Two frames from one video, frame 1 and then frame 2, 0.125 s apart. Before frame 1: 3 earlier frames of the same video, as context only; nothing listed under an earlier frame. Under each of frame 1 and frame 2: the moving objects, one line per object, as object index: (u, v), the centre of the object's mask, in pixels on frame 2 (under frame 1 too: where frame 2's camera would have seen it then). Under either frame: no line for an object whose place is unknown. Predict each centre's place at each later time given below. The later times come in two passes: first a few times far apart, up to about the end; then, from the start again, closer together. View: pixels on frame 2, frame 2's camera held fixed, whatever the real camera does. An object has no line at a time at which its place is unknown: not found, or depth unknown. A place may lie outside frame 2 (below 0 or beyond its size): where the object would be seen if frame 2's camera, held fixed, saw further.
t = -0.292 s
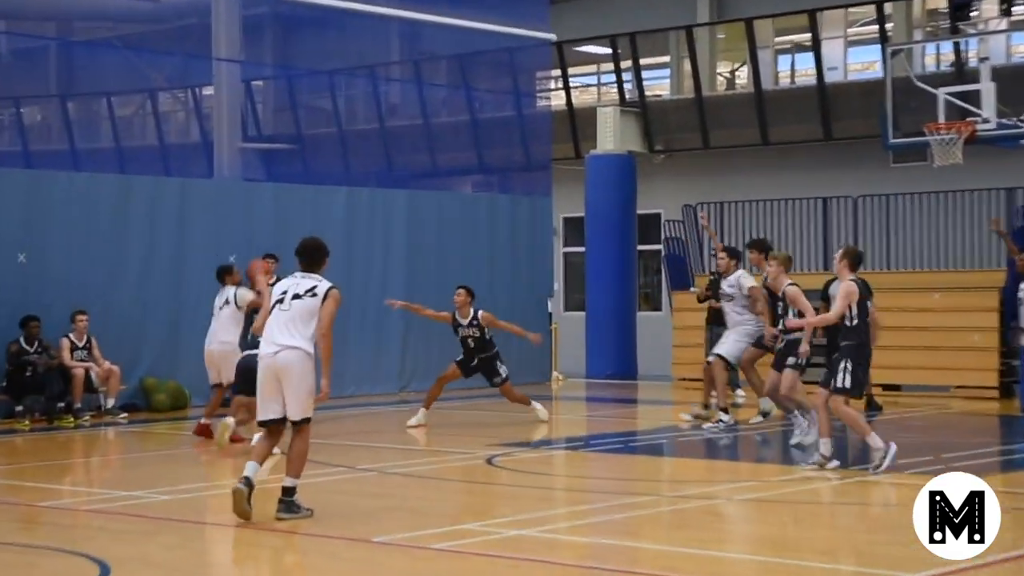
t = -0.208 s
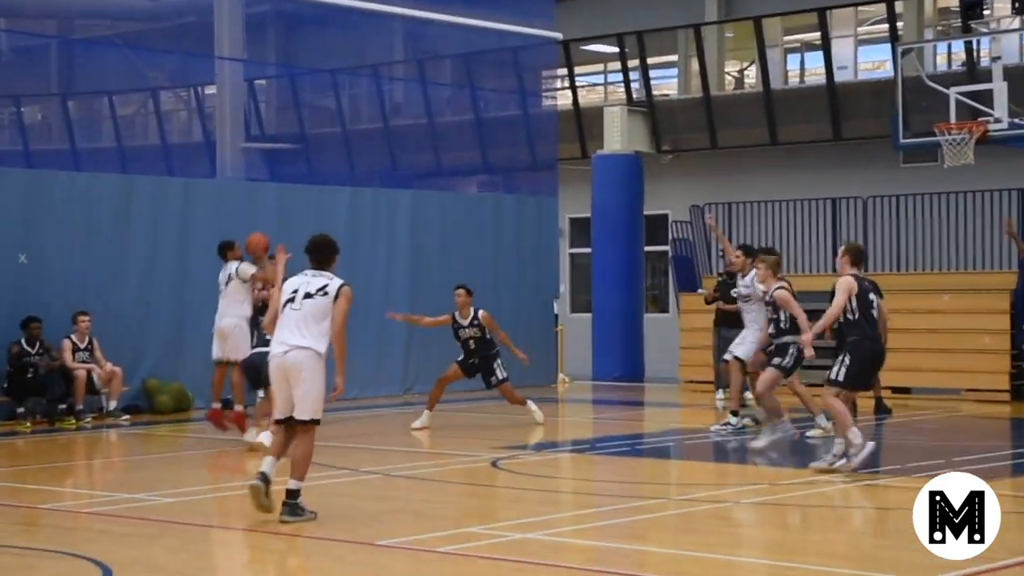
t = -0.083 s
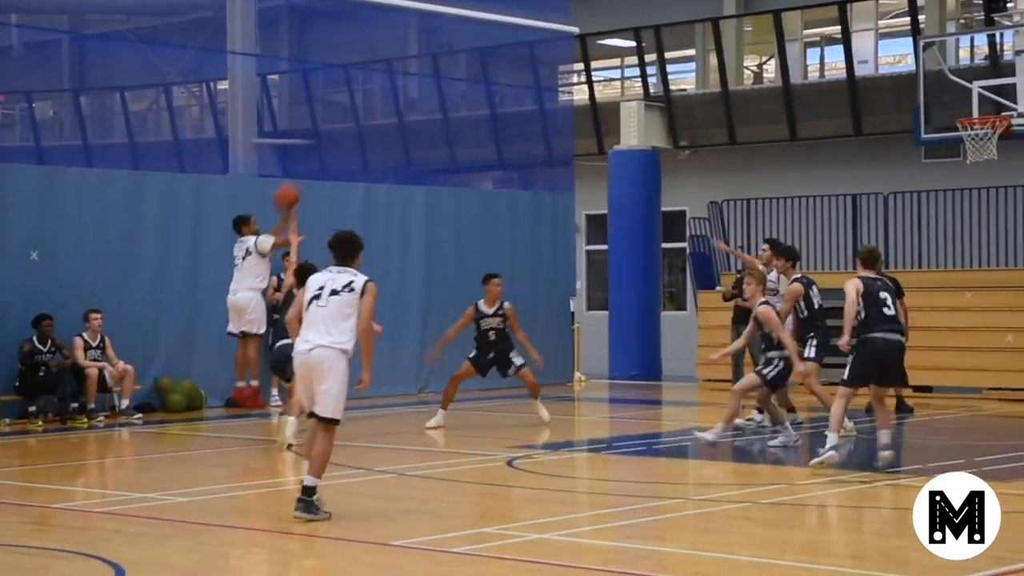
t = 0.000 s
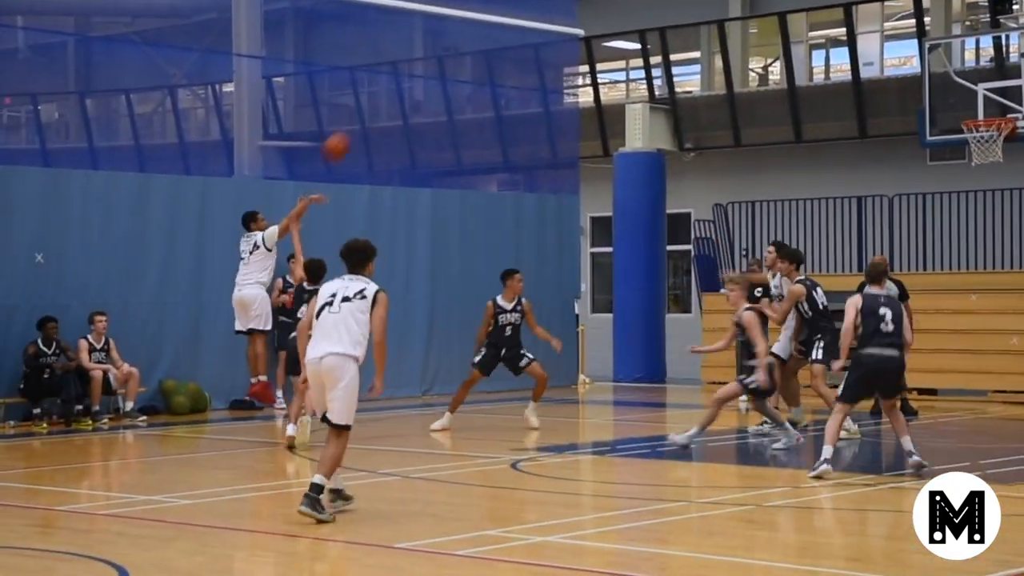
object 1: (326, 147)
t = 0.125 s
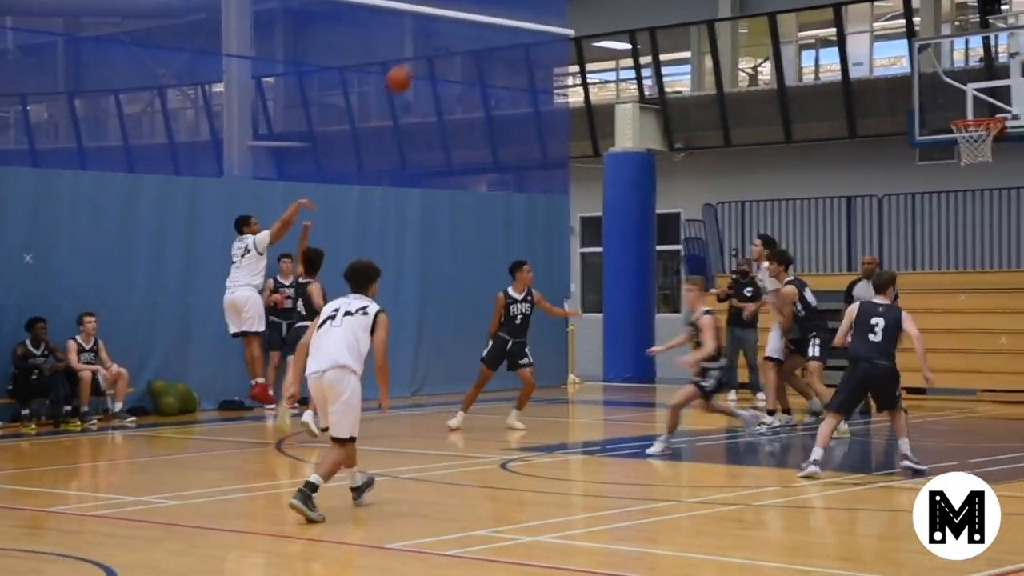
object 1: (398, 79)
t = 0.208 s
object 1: (448, 43)
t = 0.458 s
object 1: (591, -26)
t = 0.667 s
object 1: (708, -34)
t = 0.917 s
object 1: (844, 9)
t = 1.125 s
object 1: (957, 95)
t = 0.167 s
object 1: (423, 60)
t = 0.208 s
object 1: (448, 43)
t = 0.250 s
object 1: (472, 26)
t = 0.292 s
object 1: (496, 11)
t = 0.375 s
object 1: (545, -10)
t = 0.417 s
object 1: (568, -19)
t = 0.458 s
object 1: (591, -26)
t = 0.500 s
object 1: (615, -31)
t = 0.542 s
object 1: (638, -34)
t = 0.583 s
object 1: (661, -36)
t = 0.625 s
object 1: (685, -36)
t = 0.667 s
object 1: (708, -34)
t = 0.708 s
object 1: (730, -31)
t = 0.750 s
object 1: (753, -26)
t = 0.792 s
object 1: (777, -20)
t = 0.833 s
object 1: (799, -12)
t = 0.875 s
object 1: (822, -2)
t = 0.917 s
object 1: (844, 9)
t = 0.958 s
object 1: (867, 23)
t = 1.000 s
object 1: (891, 38)
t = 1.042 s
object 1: (915, 55)
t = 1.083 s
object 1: (936, 75)
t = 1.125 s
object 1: (957, 95)
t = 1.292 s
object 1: (985, 176)
